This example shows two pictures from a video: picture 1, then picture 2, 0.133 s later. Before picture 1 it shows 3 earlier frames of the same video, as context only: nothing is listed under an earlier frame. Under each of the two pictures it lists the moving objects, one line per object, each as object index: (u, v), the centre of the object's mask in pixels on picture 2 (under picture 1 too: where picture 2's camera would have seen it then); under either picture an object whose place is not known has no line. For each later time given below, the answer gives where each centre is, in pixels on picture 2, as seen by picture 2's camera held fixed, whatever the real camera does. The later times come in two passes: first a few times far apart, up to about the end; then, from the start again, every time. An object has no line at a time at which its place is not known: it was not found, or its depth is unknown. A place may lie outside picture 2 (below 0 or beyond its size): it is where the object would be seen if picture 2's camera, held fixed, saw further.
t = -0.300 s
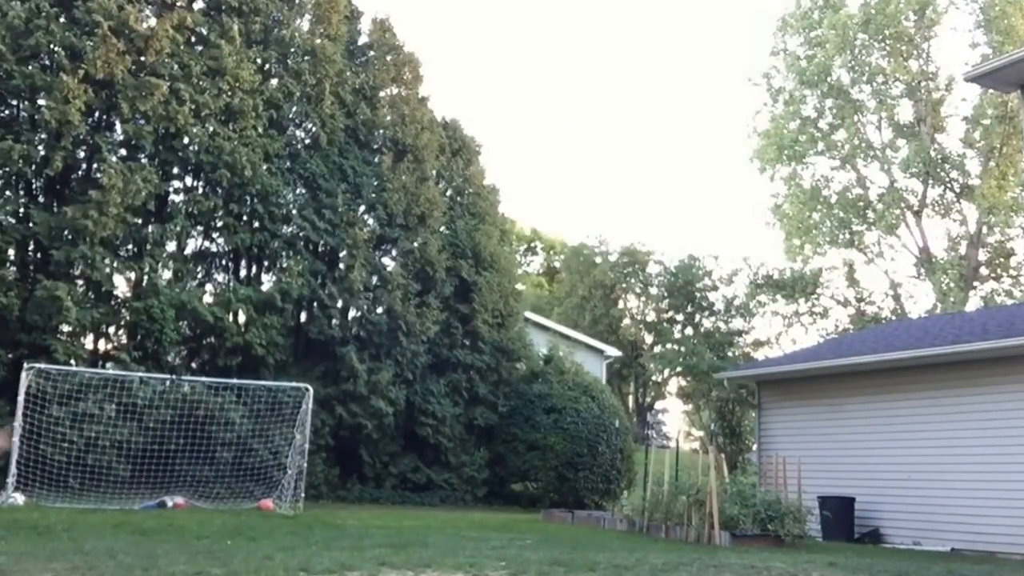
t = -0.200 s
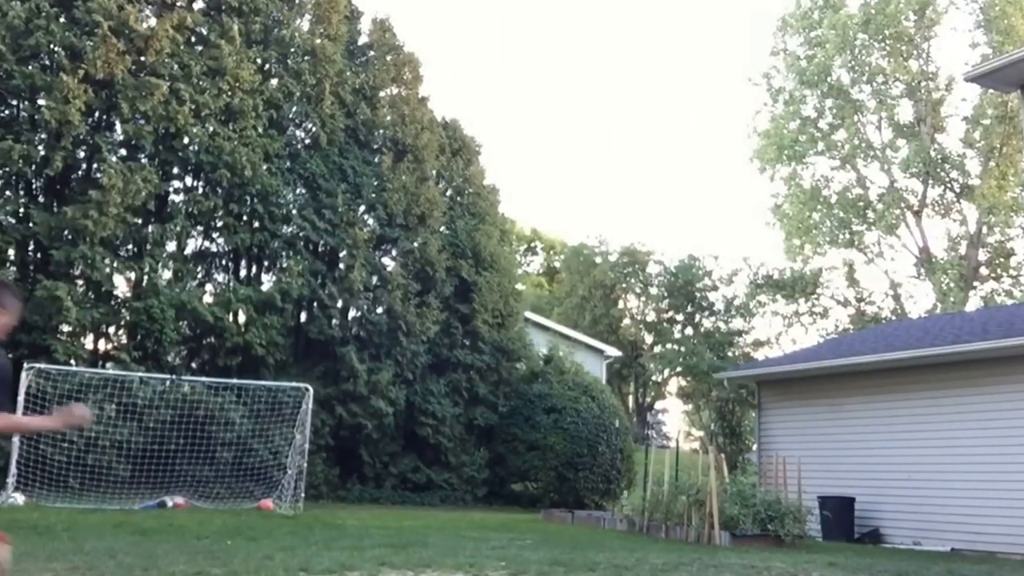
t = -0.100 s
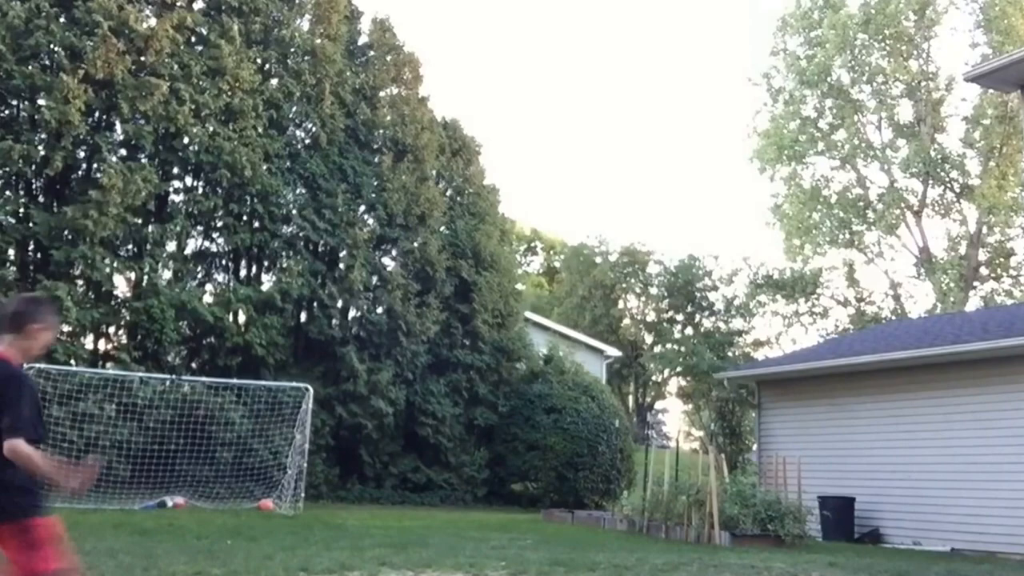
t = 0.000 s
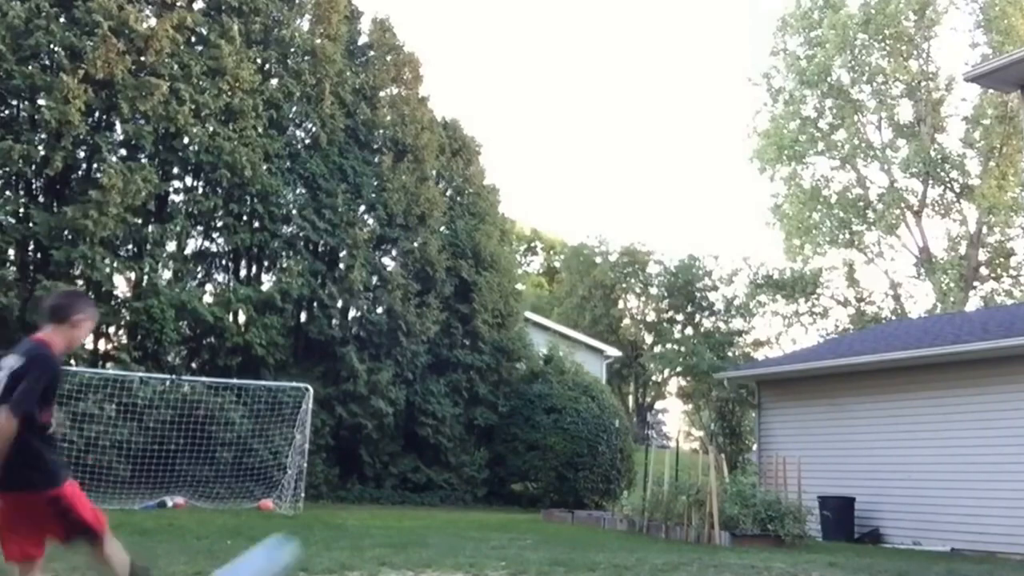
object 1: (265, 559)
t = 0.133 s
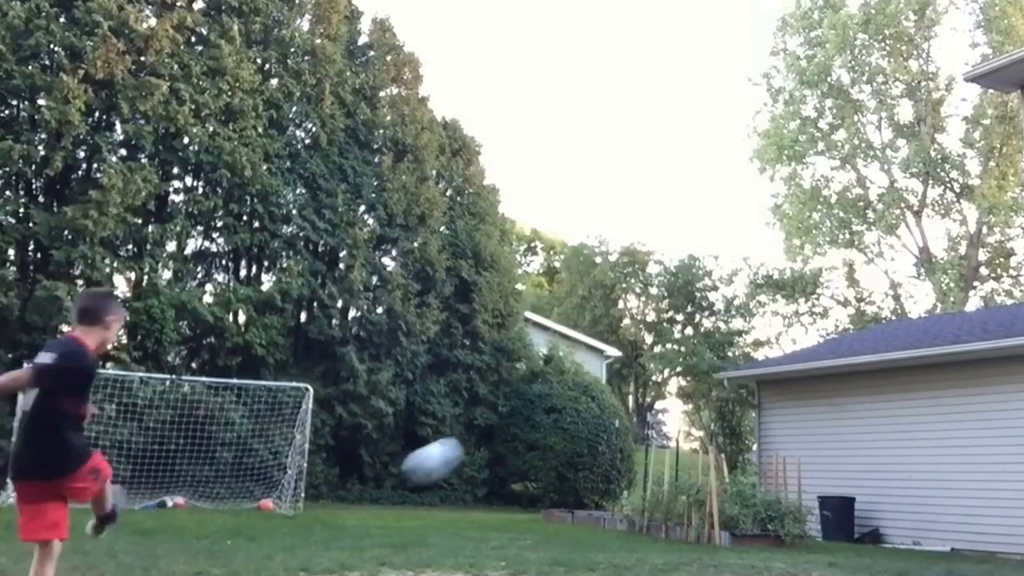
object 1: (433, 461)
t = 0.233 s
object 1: (512, 432)
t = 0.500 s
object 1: (630, 442)
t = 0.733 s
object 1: (681, 496)
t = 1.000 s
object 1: (587, 513)
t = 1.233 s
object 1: (522, 522)
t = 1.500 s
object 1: (463, 520)
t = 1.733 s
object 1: (411, 524)
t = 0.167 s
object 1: (463, 447)
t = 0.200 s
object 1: (489, 438)
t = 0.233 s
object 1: (512, 432)
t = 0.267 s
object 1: (532, 428)
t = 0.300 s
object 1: (550, 425)
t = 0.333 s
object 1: (567, 425)
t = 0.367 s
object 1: (581, 426)
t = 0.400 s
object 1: (595, 429)
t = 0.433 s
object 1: (608, 433)
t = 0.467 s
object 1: (619, 437)
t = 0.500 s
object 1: (630, 442)
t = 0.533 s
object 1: (641, 449)
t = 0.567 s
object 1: (650, 456)
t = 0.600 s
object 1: (660, 464)
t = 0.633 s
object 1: (668, 472)
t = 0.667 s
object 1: (676, 482)
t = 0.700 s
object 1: (683, 492)
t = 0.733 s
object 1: (681, 496)
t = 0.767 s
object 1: (670, 495)
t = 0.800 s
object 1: (659, 495)
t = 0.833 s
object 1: (649, 496)
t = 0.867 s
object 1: (636, 497)
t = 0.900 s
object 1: (625, 500)
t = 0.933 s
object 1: (611, 503)
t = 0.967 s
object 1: (601, 508)
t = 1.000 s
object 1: (587, 513)
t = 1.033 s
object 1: (576, 519)
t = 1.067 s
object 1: (562, 526)
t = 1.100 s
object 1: (552, 529)
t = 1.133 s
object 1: (545, 526)
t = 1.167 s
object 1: (537, 524)
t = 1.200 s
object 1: (530, 523)
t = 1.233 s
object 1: (522, 522)
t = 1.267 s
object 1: (514, 523)
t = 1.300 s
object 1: (506, 525)
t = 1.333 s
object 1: (499, 526)
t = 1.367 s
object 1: (492, 524)
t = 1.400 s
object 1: (485, 521)
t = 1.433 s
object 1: (478, 520)
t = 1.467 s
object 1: (471, 519)
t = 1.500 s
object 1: (463, 520)
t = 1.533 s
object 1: (456, 522)
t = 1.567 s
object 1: (449, 524)
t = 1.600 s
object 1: (441, 524)
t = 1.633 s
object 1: (434, 523)
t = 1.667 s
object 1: (426, 524)
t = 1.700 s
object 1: (419, 525)
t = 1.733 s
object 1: (411, 524)
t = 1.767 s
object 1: (404, 523)
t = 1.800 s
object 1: (397, 523)
